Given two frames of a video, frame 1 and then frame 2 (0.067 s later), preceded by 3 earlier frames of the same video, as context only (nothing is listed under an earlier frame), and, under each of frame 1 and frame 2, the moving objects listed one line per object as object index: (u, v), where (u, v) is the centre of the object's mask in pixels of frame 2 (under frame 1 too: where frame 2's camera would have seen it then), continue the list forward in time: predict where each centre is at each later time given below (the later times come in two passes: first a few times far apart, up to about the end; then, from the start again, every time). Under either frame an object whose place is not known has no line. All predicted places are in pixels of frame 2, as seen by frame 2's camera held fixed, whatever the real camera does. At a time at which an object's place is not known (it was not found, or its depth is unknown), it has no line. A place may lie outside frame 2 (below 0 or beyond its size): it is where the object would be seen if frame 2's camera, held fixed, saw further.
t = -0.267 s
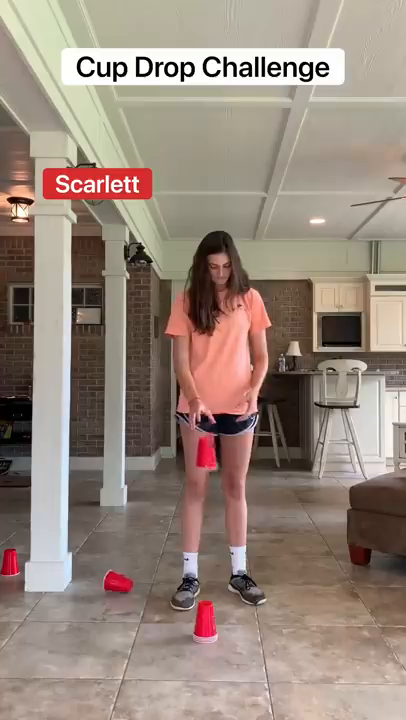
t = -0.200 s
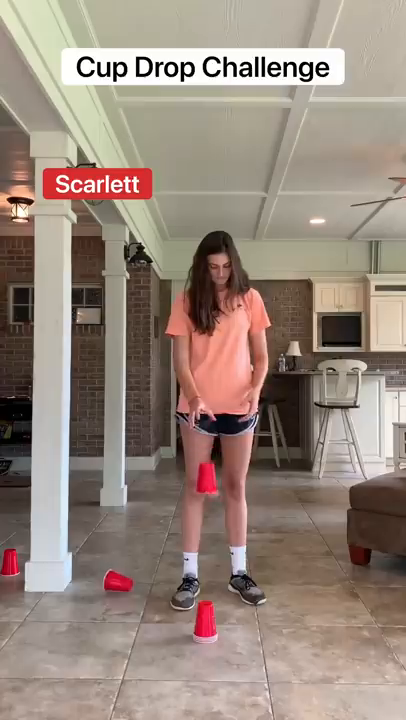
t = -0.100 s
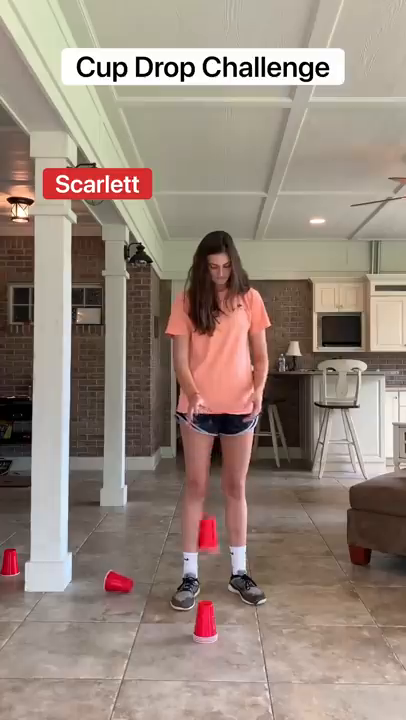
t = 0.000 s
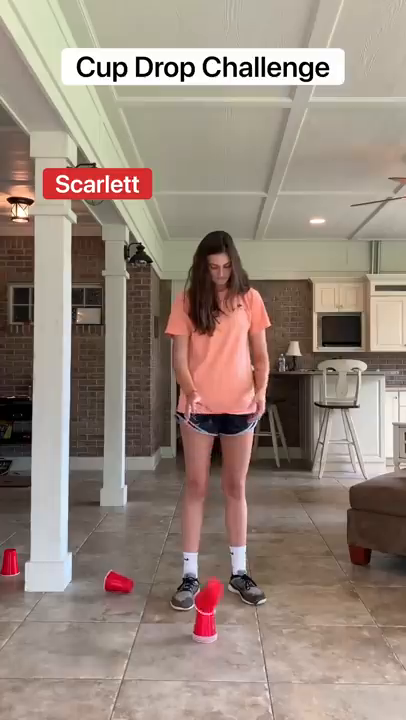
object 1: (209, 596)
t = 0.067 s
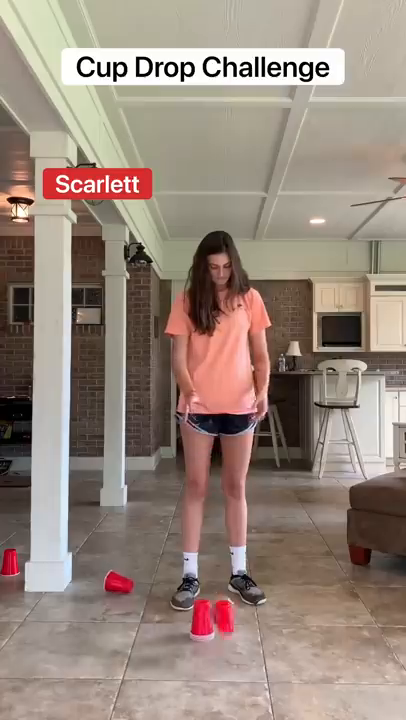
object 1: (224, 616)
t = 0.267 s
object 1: (273, 637)
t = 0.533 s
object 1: (333, 663)
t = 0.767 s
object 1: (364, 670)
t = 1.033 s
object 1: (378, 674)
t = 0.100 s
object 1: (231, 633)
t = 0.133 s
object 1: (238, 633)
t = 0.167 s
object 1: (247, 629)
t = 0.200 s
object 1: (255, 630)
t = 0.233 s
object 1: (264, 632)
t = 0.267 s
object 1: (273, 637)
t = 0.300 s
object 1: (284, 646)
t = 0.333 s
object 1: (293, 656)
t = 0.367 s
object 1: (302, 657)
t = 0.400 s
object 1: (308, 653)
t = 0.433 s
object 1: (314, 654)
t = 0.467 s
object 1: (321, 658)
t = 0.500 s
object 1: (327, 660)
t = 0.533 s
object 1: (333, 663)
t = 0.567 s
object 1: (339, 665)
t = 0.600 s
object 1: (344, 666)
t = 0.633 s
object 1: (349, 667)
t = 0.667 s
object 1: (353, 667)
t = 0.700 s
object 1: (357, 669)
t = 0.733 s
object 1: (361, 670)
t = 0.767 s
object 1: (364, 670)
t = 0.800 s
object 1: (366, 671)
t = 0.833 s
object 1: (368, 672)
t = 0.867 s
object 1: (370, 673)
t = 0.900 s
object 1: (372, 673)
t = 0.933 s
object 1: (374, 673)
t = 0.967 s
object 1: (376, 674)
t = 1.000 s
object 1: (377, 674)
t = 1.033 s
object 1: (378, 674)
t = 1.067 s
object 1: (380, 673)
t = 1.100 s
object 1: (382, 674)
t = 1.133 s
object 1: (384, 674)
